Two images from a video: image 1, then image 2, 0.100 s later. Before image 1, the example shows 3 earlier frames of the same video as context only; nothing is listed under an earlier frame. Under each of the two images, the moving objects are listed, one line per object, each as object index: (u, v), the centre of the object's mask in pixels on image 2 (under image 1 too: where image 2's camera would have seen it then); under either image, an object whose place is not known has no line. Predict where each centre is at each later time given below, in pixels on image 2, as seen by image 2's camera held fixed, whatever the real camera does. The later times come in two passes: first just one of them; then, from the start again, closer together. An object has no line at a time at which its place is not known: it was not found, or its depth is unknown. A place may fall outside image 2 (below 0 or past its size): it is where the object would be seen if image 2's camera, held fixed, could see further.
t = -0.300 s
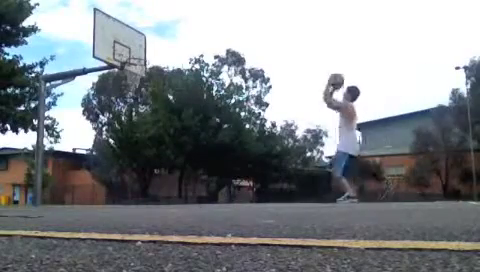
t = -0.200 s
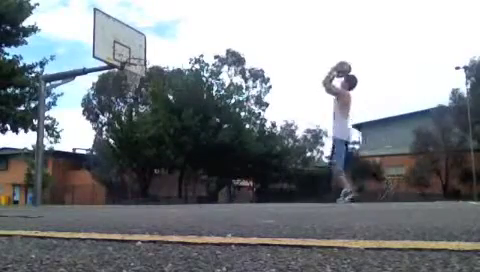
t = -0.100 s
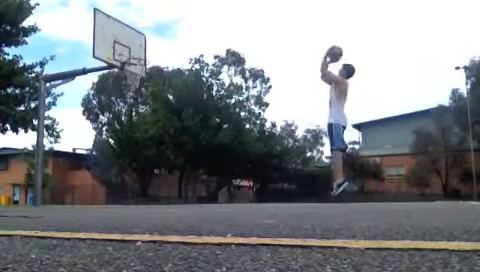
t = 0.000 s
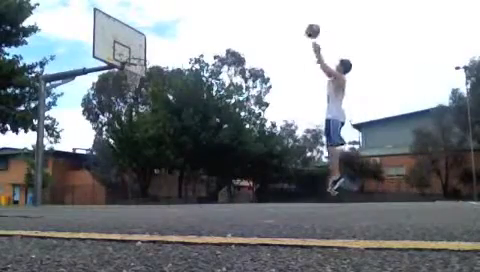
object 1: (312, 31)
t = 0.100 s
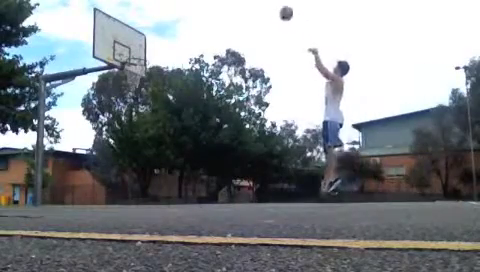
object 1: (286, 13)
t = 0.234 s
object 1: (254, 3)
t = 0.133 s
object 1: (278, 9)
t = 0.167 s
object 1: (269, 6)
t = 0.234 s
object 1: (254, 3)
